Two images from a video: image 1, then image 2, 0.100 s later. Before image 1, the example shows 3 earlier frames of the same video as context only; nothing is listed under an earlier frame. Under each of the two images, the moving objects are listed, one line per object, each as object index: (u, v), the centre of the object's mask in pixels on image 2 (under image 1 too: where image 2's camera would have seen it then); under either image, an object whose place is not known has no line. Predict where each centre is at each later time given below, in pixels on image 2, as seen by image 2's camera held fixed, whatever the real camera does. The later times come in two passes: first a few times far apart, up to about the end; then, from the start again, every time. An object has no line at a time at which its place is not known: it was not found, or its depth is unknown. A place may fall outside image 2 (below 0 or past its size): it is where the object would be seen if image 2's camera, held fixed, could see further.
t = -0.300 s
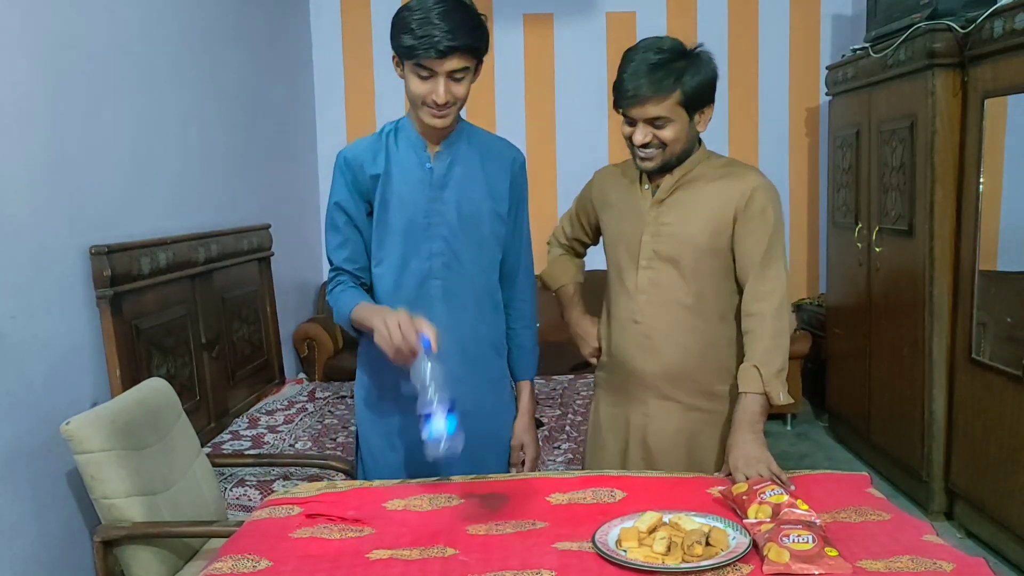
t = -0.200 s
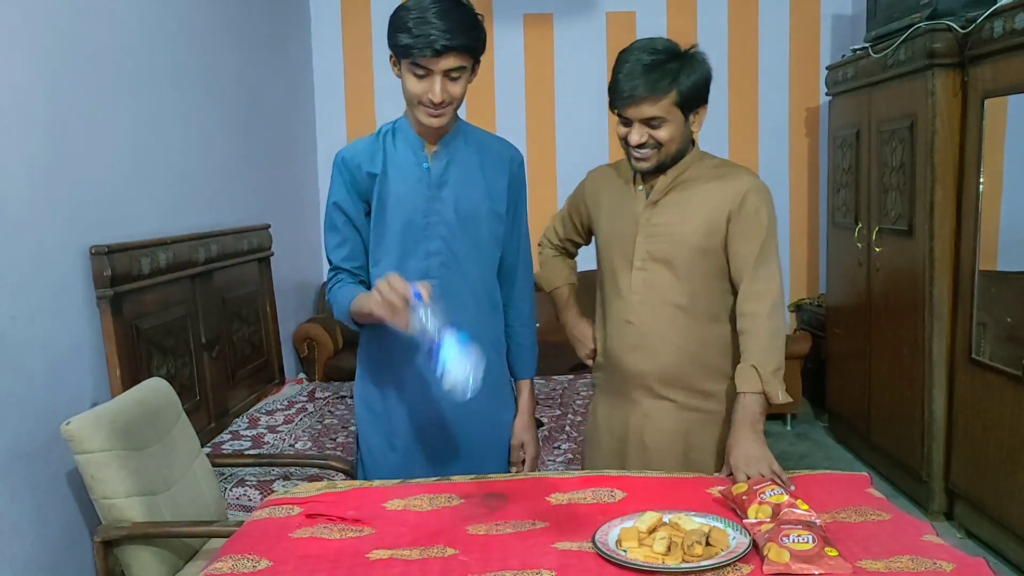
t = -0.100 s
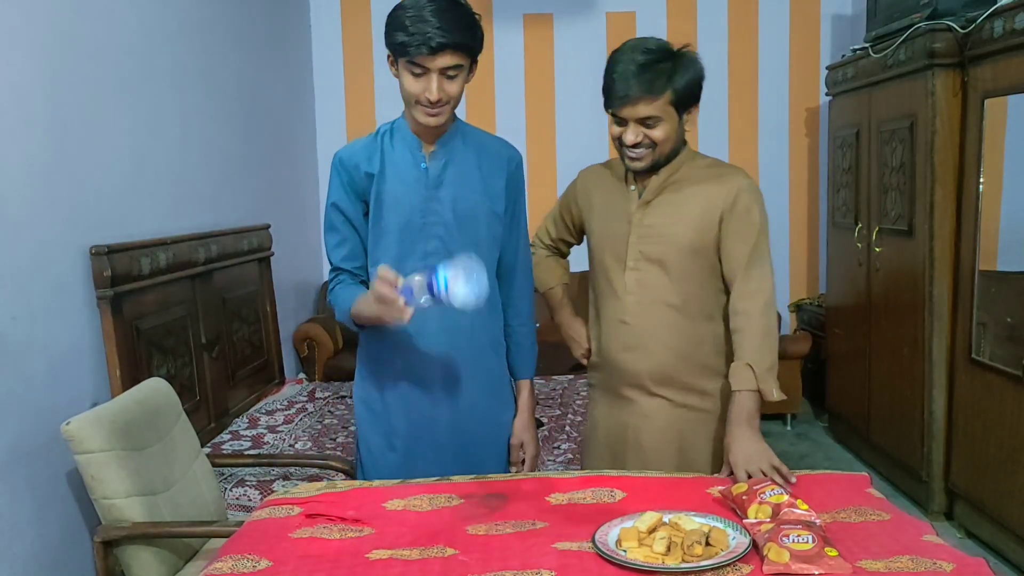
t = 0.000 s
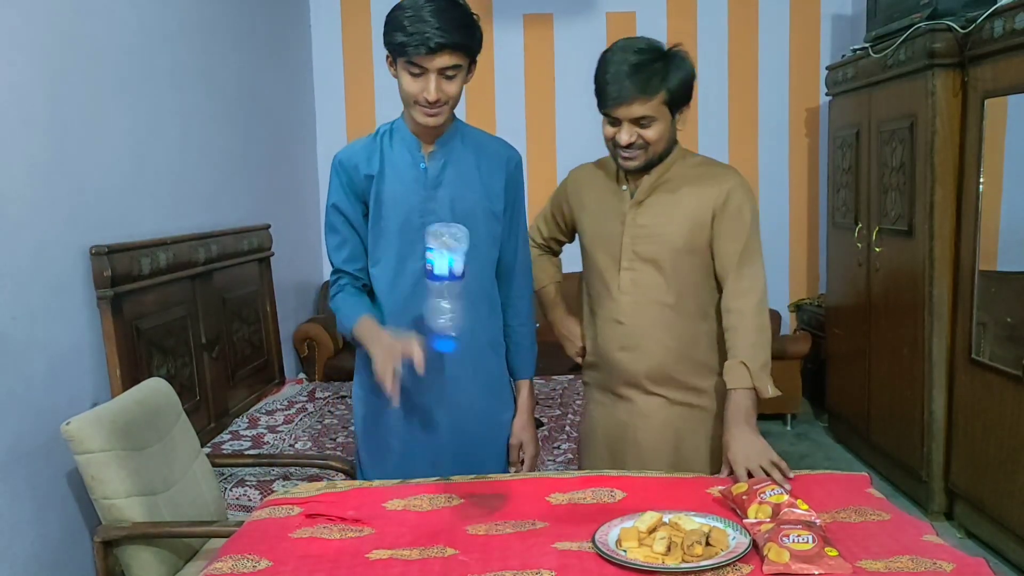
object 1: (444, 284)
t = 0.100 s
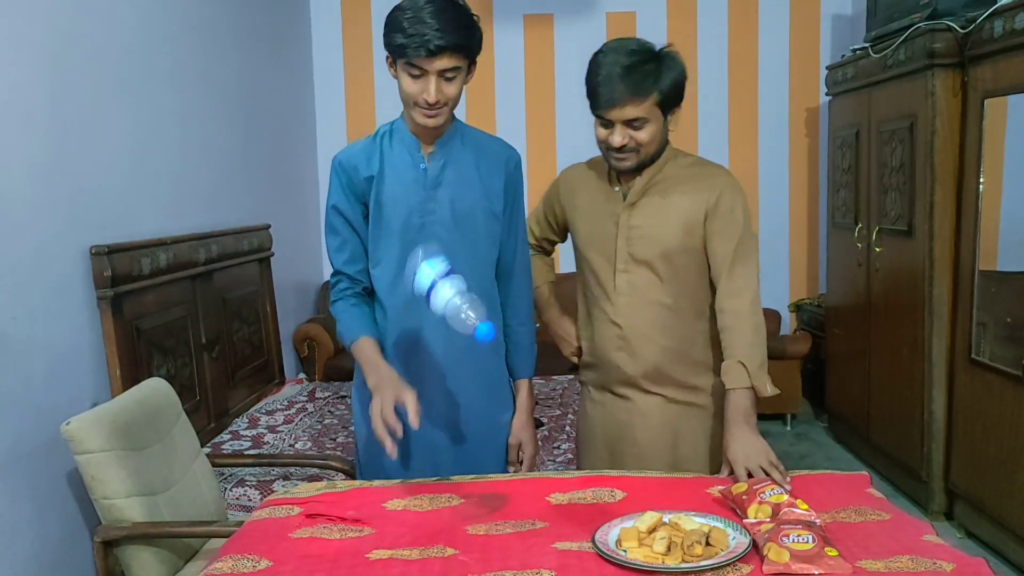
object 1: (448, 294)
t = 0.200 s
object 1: (437, 363)
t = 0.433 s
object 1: (437, 500)
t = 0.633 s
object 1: (440, 520)
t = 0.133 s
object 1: (447, 310)
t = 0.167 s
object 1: (442, 331)
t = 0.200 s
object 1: (437, 363)
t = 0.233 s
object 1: (434, 397)
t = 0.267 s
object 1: (430, 441)
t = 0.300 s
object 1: (430, 476)
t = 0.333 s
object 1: (431, 479)
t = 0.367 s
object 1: (431, 484)
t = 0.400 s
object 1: (433, 490)
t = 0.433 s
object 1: (437, 500)
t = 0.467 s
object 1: (439, 513)
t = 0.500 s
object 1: (440, 520)
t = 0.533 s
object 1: (439, 521)
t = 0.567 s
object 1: (439, 521)
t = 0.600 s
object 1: (439, 520)
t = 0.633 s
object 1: (440, 520)
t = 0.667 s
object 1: (440, 520)
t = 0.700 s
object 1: (440, 520)
